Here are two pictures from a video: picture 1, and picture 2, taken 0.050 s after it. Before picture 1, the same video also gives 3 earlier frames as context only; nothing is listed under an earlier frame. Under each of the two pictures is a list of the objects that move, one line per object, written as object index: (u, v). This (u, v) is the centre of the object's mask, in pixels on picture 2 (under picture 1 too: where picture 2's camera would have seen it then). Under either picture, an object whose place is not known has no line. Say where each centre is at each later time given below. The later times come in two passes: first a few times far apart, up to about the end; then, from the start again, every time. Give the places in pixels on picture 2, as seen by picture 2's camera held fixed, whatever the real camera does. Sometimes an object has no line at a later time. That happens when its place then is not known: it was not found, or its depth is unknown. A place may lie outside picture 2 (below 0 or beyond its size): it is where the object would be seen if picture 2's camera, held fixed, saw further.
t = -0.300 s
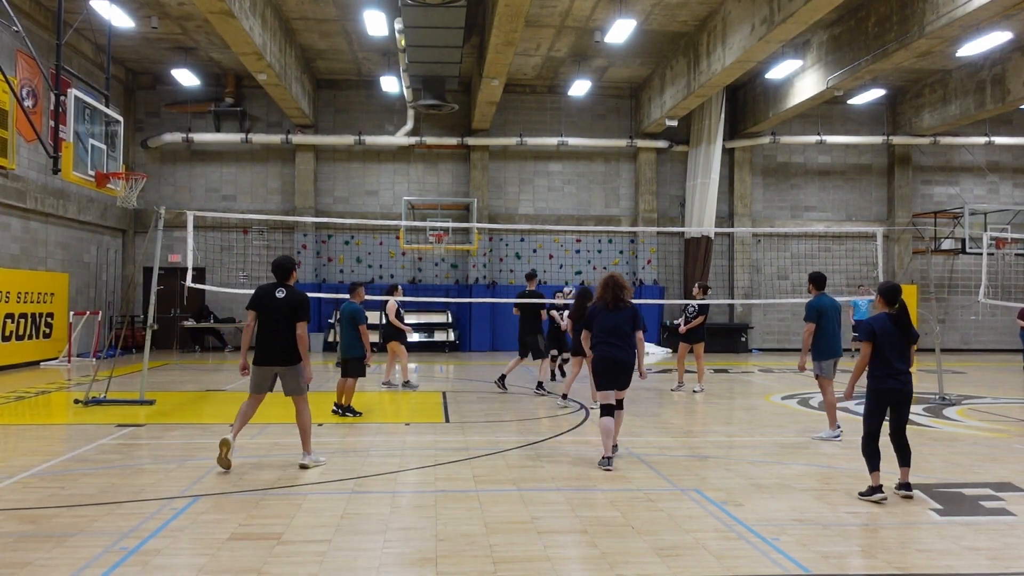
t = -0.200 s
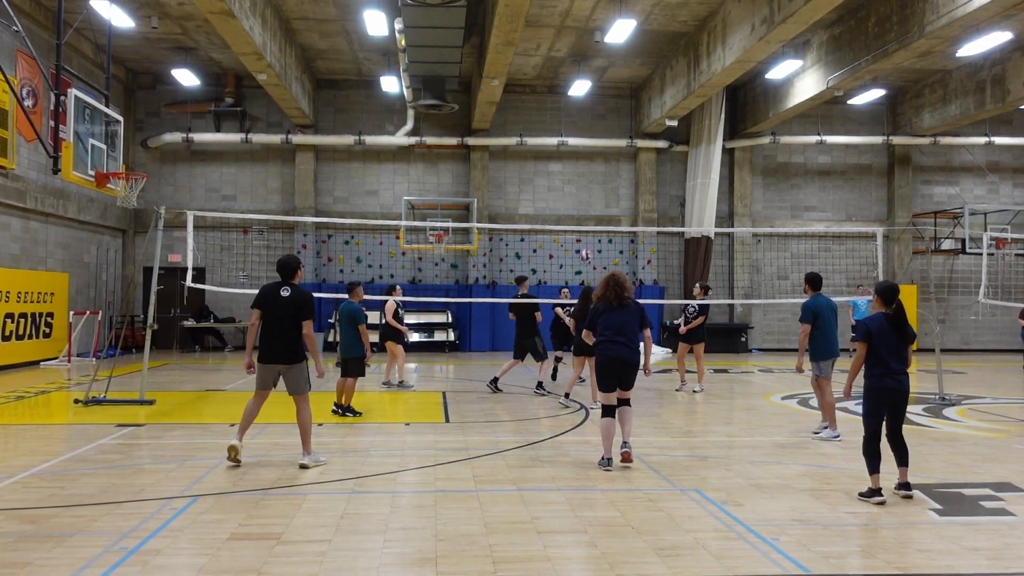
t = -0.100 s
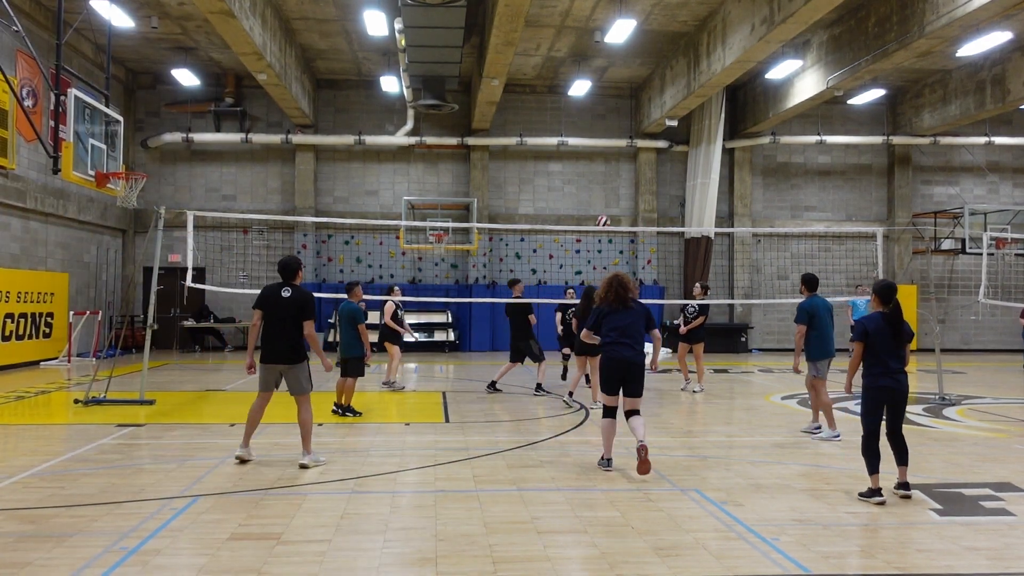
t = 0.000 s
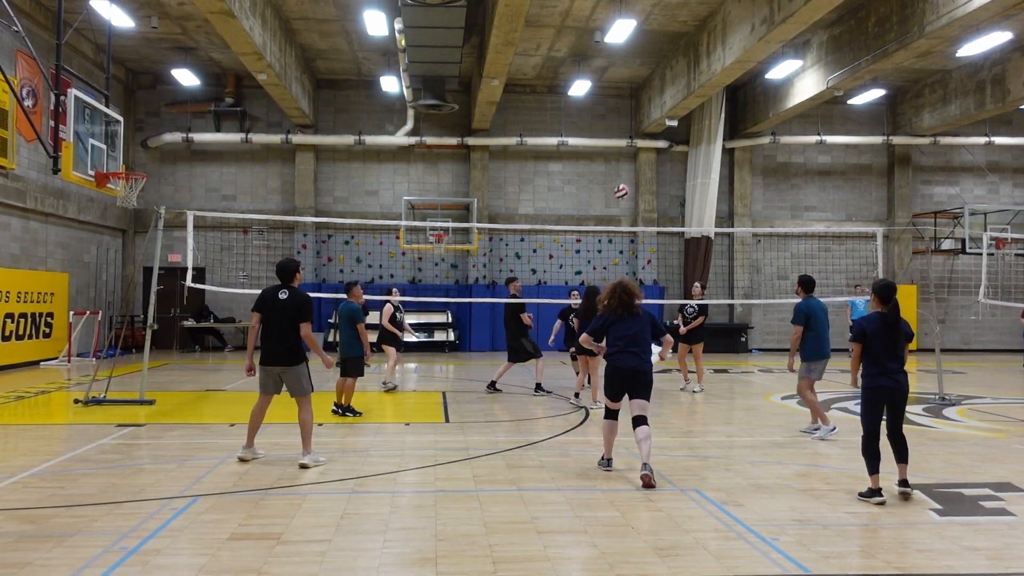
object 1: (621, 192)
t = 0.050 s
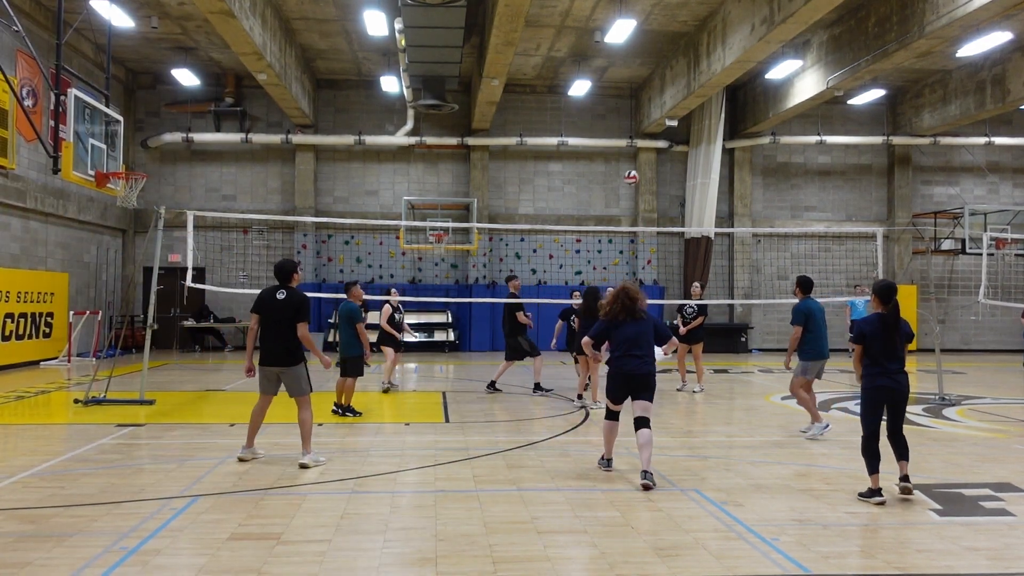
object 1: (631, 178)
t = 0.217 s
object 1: (668, 139)
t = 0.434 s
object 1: (723, 116)
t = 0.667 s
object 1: (796, 137)
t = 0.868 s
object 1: (875, 210)
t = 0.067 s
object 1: (634, 173)
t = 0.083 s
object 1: (638, 169)
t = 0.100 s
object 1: (641, 164)
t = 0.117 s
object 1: (645, 160)
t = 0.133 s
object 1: (648, 156)
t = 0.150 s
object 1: (652, 153)
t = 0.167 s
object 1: (656, 149)
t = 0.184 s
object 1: (660, 146)
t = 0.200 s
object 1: (664, 143)
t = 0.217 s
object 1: (668, 139)
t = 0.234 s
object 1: (672, 136)
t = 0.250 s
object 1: (675, 134)
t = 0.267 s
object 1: (679, 132)
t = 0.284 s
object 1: (683, 129)
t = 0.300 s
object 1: (687, 126)
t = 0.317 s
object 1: (691, 124)
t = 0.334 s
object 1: (696, 123)
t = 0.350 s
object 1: (700, 121)
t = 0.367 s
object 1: (704, 119)
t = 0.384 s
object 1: (709, 118)
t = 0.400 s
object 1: (713, 117)
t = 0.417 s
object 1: (718, 116)
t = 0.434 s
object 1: (723, 116)
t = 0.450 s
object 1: (728, 116)
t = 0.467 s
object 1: (733, 116)
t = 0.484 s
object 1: (737, 116)
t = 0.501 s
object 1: (742, 117)
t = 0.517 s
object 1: (747, 117)
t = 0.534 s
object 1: (752, 118)
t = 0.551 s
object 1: (757, 120)
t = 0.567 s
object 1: (762, 121)
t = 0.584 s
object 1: (767, 123)
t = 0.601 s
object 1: (773, 126)
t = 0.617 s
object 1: (778, 127)
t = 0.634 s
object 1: (784, 130)
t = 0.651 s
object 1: (790, 133)
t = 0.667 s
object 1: (796, 137)
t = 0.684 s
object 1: (801, 141)
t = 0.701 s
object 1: (808, 146)
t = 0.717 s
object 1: (814, 150)
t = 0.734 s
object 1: (820, 156)
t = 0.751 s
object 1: (826, 161)
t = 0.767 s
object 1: (833, 167)
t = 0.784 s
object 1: (839, 173)
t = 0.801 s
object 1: (846, 179)
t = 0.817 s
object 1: (853, 186)
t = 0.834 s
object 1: (860, 194)
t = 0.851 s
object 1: (867, 202)
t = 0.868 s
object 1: (875, 210)
